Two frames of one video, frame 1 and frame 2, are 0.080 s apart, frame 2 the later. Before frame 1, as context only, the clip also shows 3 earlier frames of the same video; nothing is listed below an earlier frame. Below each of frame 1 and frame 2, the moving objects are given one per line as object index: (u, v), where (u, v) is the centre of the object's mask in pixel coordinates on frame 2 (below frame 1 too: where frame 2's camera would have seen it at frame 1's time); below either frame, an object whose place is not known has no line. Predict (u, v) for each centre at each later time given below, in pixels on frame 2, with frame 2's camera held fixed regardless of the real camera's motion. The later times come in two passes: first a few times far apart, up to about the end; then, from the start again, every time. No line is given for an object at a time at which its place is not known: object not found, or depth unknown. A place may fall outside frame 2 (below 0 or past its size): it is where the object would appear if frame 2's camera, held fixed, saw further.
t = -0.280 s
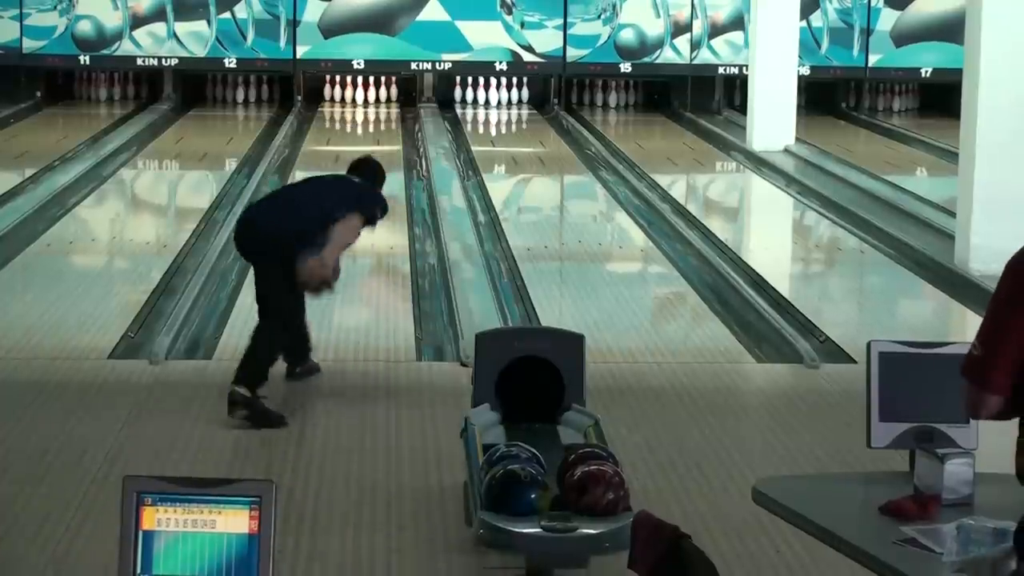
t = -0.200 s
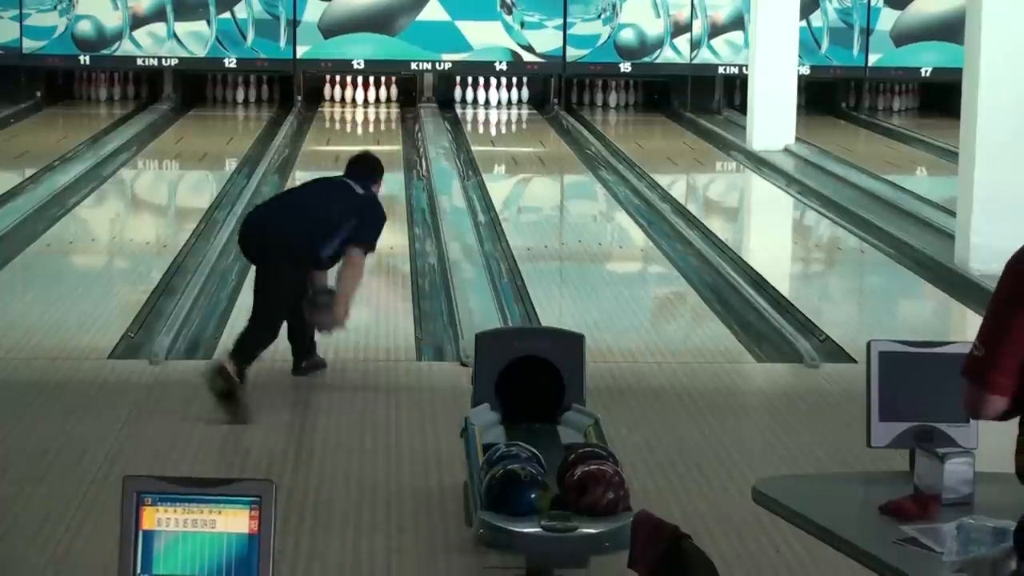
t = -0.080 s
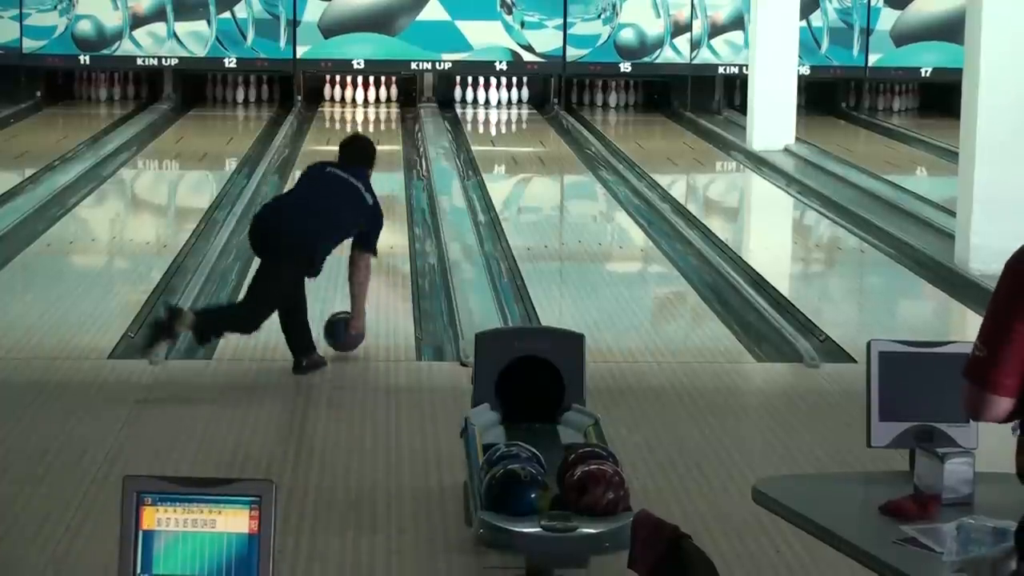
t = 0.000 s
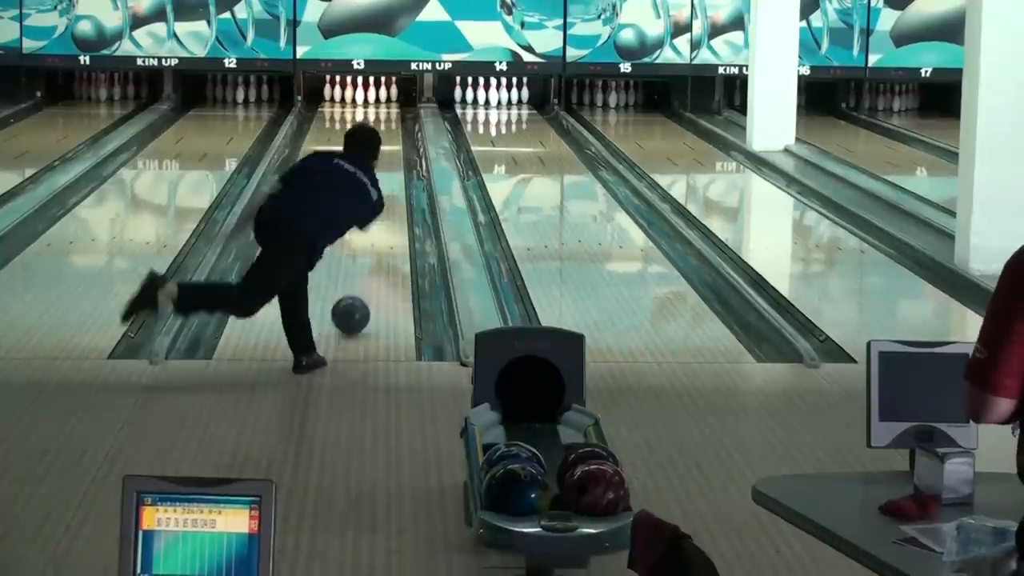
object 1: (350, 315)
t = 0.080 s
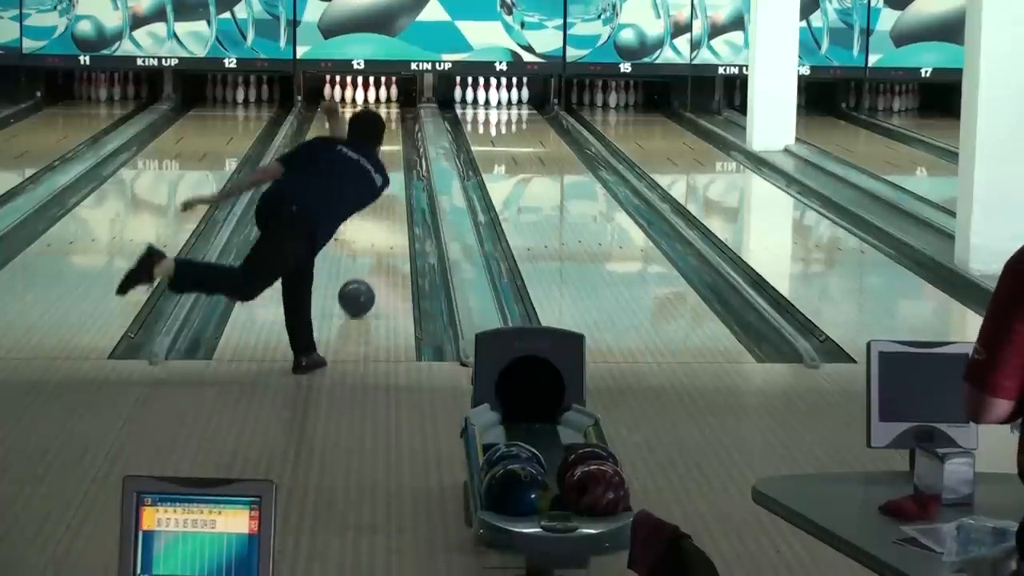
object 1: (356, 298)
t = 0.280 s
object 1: (367, 258)
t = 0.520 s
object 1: (377, 221)
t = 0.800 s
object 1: (387, 190)
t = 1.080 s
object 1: (392, 162)
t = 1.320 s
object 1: (392, 145)
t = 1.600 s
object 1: (391, 127)
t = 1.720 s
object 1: (388, 121)
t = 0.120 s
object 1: (359, 289)
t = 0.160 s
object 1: (361, 281)
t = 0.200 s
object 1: (363, 273)
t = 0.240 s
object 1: (366, 265)
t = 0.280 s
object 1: (367, 258)
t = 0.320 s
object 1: (370, 251)
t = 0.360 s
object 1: (371, 244)
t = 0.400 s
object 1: (373, 238)
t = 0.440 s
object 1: (375, 232)
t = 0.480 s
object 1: (376, 226)
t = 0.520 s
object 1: (377, 221)
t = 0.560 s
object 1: (379, 216)
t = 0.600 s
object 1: (380, 210)
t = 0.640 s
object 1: (382, 206)
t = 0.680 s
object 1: (384, 202)
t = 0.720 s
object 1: (384, 198)
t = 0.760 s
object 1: (386, 194)
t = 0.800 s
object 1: (387, 190)
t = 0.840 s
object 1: (388, 187)
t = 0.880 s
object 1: (389, 183)
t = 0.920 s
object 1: (391, 179)
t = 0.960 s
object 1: (392, 175)
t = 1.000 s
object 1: (392, 170)
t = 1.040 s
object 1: (393, 166)
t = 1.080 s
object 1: (392, 162)
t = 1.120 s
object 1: (392, 159)
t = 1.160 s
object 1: (392, 156)
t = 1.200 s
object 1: (391, 153)
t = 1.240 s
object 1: (392, 150)
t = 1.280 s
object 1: (392, 147)
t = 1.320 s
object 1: (392, 145)
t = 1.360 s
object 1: (392, 141)
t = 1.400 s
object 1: (392, 139)
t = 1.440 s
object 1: (392, 137)
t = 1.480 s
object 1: (391, 134)
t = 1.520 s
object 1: (391, 132)
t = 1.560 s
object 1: (391, 129)
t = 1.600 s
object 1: (391, 127)
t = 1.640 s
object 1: (390, 125)
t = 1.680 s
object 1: (388, 123)
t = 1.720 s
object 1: (388, 121)
